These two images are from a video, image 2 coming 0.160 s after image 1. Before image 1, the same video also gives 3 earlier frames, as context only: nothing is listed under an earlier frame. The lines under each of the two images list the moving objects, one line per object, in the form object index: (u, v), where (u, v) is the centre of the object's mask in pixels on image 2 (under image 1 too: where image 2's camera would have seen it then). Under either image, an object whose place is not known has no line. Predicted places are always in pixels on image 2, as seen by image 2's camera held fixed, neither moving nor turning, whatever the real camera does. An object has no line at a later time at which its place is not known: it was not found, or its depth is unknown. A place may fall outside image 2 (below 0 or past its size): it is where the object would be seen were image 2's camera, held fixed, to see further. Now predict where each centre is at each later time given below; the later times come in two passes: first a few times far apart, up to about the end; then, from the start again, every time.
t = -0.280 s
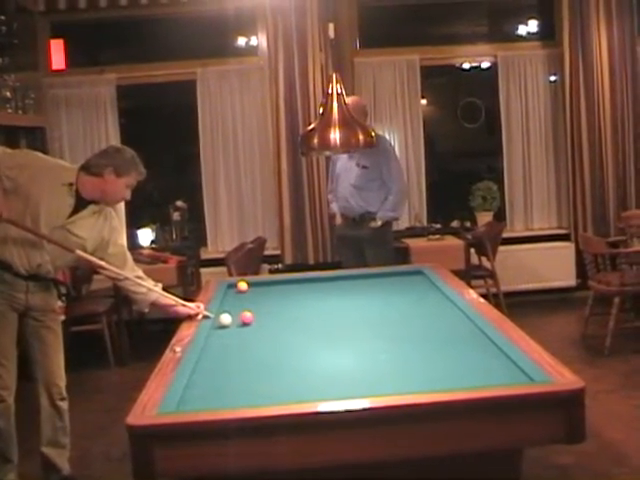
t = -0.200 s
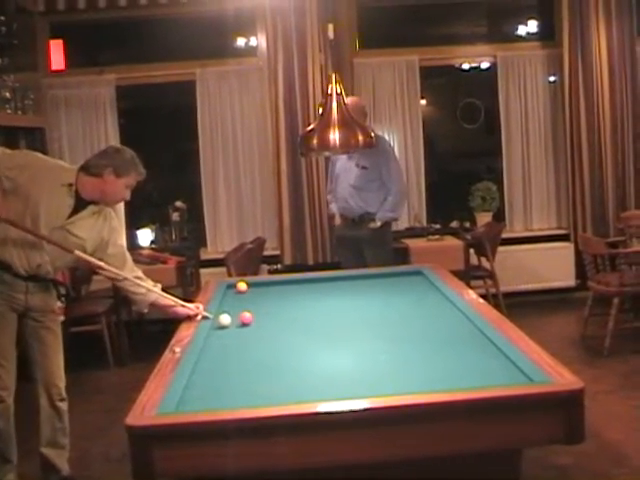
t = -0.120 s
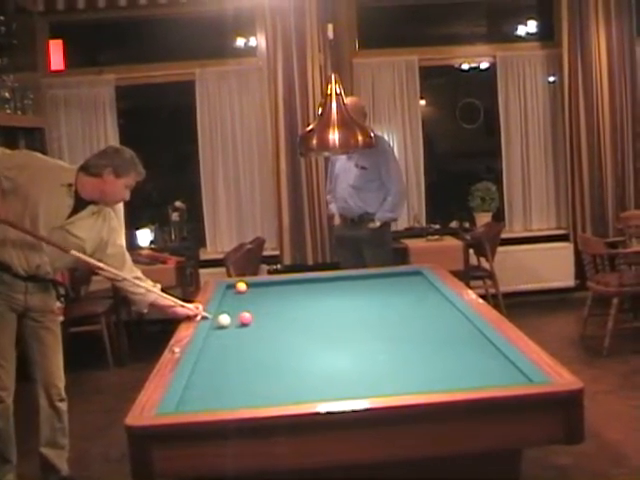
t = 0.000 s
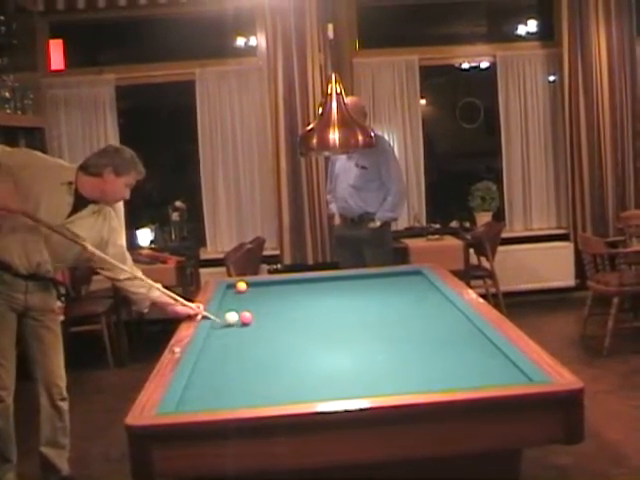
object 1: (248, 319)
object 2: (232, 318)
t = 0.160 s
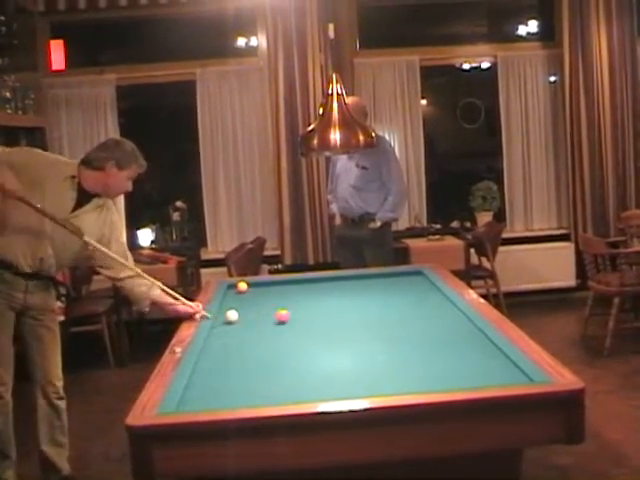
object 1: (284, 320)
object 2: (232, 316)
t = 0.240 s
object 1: (298, 315)
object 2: (229, 314)
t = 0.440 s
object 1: (338, 313)
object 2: (222, 311)
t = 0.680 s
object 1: (388, 310)
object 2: (227, 308)
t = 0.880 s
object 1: (428, 307)
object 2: (231, 305)
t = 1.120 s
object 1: (434, 308)
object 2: (236, 302)
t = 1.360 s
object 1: (408, 310)
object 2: (240, 299)
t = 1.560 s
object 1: (387, 312)
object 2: (244, 297)
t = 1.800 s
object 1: (362, 315)
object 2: (248, 295)
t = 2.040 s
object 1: (338, 317)
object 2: (252, 293)
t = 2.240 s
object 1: (318, 319)
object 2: (255, 291)
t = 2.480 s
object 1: (295, 321)
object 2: (258, 289)
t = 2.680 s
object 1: (276, 323)
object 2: (260, 287)
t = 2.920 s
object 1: (253, 325)
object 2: (263, 286)
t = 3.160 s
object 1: (232, 327)
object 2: (265, 284)
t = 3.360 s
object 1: (215, 329)
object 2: (268, 282)
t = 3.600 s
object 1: (226, 328)
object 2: (270, 282)
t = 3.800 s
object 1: (235, 327)
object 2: (270, 282)
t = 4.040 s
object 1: (245, 327)
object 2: (271, 283)
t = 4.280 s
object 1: (256, 327)
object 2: (272, 284)
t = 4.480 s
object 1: (263, 326)
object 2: (272, 284)
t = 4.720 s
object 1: (271, 326)
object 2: (272, 284)
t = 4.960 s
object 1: (280, 326)
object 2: (273, 284)
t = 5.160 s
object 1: (286, 326)
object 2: (272, 284)
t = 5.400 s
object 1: (293, 325)
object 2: (272, 284)
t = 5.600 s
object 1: (297, 325)
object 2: (272, 284)
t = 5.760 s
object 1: (300, 325)
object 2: (272, 284)
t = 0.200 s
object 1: (290, 316)
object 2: (230, 315)
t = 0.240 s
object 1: (298, 315)
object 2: (229, 314)
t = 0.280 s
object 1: (306, 315)
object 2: (227, 313)
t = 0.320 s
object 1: (314, 315)
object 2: (226, 313)
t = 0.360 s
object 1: (323, 314)
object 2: (225, 312)
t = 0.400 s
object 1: (331, 313)
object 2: (224, 312)
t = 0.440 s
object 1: (338, 313)
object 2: (222, 311)
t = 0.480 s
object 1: (347, 313)
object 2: (223, 310)
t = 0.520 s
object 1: (356, 312)
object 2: (224, 310)
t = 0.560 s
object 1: (364, 312)
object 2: (225, 309)
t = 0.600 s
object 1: (373, 312)
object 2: (226, 309)
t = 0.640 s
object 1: (380, 311)
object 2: (226, 308)
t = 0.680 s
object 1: (388, 310)
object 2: (227, 308)
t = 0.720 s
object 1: (396, 310)
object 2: (228, 307)
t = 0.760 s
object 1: (404, 309)
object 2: (229, 307)
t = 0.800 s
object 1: (412, 309)
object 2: (230, 306)
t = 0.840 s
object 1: (420, 308)
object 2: (230, 306)
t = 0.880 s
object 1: (428, 307)
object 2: (231, 305)
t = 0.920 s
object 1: (435, 307)
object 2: (232, 304)
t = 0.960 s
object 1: (443, 306)
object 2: (233, 304)
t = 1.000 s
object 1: (448, 306)
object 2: (234, 304)
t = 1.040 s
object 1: (443, 307)
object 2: (235, 303)
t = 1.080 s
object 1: (438, 307)
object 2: (236, 303)
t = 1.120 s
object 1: (434, 308)
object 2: (236, 302)
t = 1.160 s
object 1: (430, 308)
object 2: (237, 302)
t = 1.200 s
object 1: (426, 308)
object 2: (237, 301)
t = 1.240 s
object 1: (422, 309)
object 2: (238, 301)
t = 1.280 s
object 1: (417, 310)
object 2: (239, 300)
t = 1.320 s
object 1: (412, 310)
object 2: (240, 300)
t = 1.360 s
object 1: (408, 310)
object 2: (240, 299)
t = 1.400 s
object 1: (404, 310)
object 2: (241, 299)
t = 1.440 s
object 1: (400, 311)
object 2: (242, 298)
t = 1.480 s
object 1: (395, 311)
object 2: (243, 298)
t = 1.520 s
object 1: (391, 311)
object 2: (243, 298)
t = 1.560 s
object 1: (387, 312)
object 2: (244, 297)
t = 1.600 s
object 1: (383, 312)
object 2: (245, 297)
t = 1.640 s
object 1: (379, 313)
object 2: (246, 296)
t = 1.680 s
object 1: (375, 313)
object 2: (246, 296)
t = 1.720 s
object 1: (370, 314)
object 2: (246, 296)
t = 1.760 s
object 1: (367, 314)
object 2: (247, 295)
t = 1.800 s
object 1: (362, 315)
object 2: (248, 295)
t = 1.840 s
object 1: (358, 315)
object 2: (249, 294)
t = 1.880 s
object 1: (355, 315)
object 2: (250, 294)
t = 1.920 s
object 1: (350, 316)
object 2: (250, 294)
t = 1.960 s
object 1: (346, 317)
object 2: (251, 293)
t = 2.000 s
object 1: (342, 317)
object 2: (251, 293)
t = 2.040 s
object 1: (338, 317)
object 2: (252, 293)
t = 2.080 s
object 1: (335, 318)
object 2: (252, 292)
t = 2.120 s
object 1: (330, 318)
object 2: (253, 292)
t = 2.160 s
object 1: (326, 319)
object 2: (254, 291)
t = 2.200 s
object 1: (322, 319)
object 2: (254, 291)
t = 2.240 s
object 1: (318, 319)
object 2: (255, 291)
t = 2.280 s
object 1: (314, 319)
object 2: (255, 291)
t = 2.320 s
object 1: (310, 320)
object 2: (256, 290)
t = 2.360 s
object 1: (306, 320)
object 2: (257, 290)
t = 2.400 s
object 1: (303, 321)
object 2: (257, 289)
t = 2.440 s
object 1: (299, 321)
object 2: (258, 289)
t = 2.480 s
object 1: (295, 321)
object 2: (258, 289)
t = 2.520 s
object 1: (291, 321)
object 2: (259, 288)
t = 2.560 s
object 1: (287, 322)
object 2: (259, 288)
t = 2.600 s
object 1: (283, 322)
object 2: (259, 288)
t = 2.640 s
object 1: (279, 323)
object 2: (260, 287)
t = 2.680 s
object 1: (276, 323)
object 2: (260, 287)
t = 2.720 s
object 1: (273, 323)
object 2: (261, 287)
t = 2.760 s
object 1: (269, 323)
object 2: (262, 287)
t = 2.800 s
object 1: (264, 324)
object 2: (262, 287)
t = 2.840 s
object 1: (261, 324)
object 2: (263, 286)
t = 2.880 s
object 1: (257, 325)
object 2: (263, 286)
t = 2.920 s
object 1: (253, 325)
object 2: (263, 286)
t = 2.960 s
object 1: (250, 326)
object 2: (264, 285)
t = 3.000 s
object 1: (246, 326)
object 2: (264, 285)
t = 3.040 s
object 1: (243, 326)
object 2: (265, 285)
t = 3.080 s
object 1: (239, 326)
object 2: (265, 284)
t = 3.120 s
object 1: (235, 326)
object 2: (265, 284)
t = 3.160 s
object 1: (232, 327)
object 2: (265, 284)
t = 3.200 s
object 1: (228, 328)
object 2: (266, 284)
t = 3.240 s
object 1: (225, 328)
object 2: (267, 283)
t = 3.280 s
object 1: (221, 328)
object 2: (267, 283)
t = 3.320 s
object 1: (217, 328)
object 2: (267, 283)
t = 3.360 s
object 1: (215, 329)
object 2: (268, 282)
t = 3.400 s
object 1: (217, 328)
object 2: (268, 282)
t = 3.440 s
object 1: (218, 328)
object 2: (269, 282)
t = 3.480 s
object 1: (220, 328)
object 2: (269, 282)
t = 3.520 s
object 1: (222, 328)
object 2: (269, 282)
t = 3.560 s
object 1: (224, 328)
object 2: (269, 282)
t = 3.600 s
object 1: (226, 328)
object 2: (270, 282)
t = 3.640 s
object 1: (228, 328)
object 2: (270, 282)
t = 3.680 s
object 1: (230, 328)
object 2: (270, 282)
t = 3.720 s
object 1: (232, 328)
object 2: (270, 282)
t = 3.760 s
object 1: (233, 328)
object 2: (270, 282)
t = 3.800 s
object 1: (235, 327)
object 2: (270, 282)
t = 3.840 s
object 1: (237, 328)
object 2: (270, 283)
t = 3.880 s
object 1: (239, 327)
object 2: (270, 283)
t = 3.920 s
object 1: (241, 327)
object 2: (271, 283)
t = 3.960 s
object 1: (242, 327)
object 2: (271, 283)
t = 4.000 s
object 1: (243, 327)
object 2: (271, 283)
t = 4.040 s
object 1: (245, 327)
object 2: (271, 283)
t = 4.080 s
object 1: (247, 327)
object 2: (271, 283)
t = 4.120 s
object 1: (249, 327)
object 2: (271, 283)
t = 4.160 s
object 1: (250, 327)
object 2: (271, 283)
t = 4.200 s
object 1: (252, 327)
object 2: (272, 283)
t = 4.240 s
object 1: (254, 327)
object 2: (272, 284)
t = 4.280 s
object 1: (256, 327)
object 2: (272, 284)
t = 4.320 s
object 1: (257, 327)
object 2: (272, 284)
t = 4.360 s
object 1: (259, 326)
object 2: (272, 284)
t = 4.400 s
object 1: (260, 326)
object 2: (272, 284)
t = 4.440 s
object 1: (261, 326)
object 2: (272, 284)
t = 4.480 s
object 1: (263, 326)
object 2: (272, 284)
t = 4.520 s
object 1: (264, 326)
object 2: (272, 284)
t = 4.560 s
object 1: (266, 326)
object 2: (272, 284)
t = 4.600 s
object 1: (268, 326)
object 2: (273, 284)
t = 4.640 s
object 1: (269, 326)
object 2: (272, 284)
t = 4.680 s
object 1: (270, 326)
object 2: (272, 284)
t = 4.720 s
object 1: (271, 326)
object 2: (272, 284)
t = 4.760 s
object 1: (273, 325)
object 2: (272, 284)
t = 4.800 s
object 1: (275, 326)
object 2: (272, 284)
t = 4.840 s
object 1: (276, 326)
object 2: (272, 284)
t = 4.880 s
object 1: (277, 326)
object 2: (272, 284)
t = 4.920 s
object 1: (278, 326)
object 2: (272, 284)
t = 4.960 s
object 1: (280, 326)
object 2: (273, 284)
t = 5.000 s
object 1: (281, 325)
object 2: (273, 285)
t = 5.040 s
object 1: (283, 326)
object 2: (273, 284)
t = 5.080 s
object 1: (284, 326)
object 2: (272, 284)
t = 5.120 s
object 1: (285, 326)
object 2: (272, 284)
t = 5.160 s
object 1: (286, 326)
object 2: (272, 284)
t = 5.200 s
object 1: (287, 325)
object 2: (272, 284)
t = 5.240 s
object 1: (288, 325)
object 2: (272, 284)
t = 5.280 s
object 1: (290, 325)
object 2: (272, 284)
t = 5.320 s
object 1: (290, 325)
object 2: (272, 285)
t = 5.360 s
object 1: (291, 325)
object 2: (272, 284)
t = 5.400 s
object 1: (293, 325)
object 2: (272, 284)
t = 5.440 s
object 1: (293, 325)
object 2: (272, 284)
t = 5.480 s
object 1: (294, 325)
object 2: (272, 284)
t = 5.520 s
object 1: (295, 324)
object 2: (272, 284)
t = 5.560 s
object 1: (296, 325)
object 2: (272, 284)
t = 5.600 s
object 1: (297, 325)
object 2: (272, 284)
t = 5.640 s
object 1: (298, 325)
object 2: (272, 284)
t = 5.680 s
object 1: (299, 325)
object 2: (272, 284)
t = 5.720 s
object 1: (300, 325)
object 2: (272, 284)
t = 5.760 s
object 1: (300, 325)
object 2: (272, 284)
